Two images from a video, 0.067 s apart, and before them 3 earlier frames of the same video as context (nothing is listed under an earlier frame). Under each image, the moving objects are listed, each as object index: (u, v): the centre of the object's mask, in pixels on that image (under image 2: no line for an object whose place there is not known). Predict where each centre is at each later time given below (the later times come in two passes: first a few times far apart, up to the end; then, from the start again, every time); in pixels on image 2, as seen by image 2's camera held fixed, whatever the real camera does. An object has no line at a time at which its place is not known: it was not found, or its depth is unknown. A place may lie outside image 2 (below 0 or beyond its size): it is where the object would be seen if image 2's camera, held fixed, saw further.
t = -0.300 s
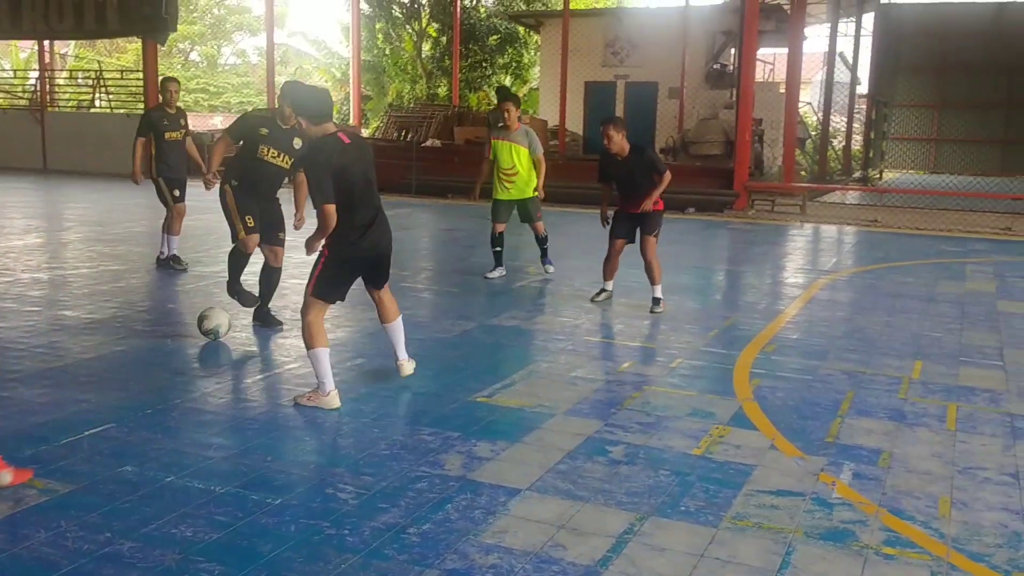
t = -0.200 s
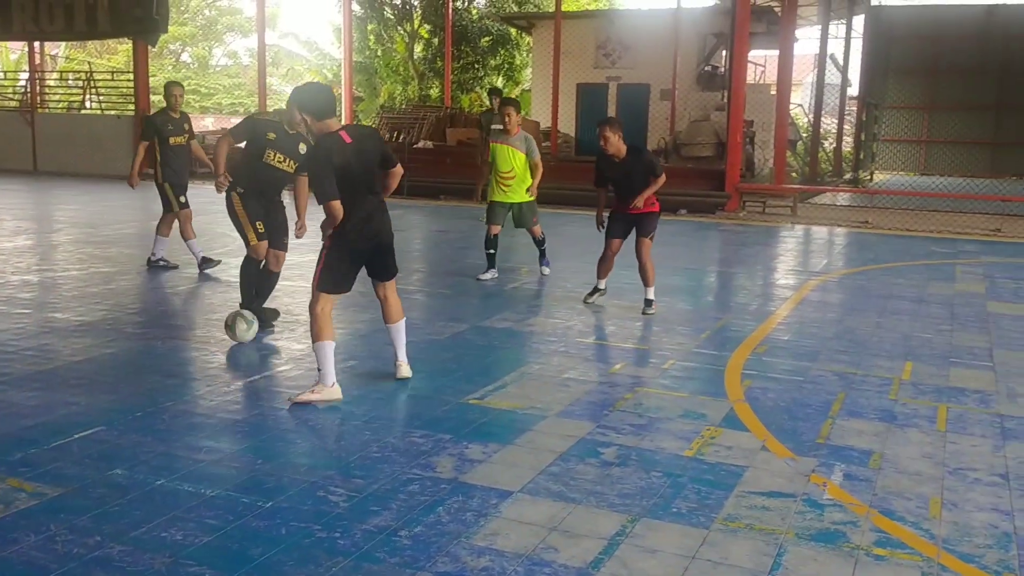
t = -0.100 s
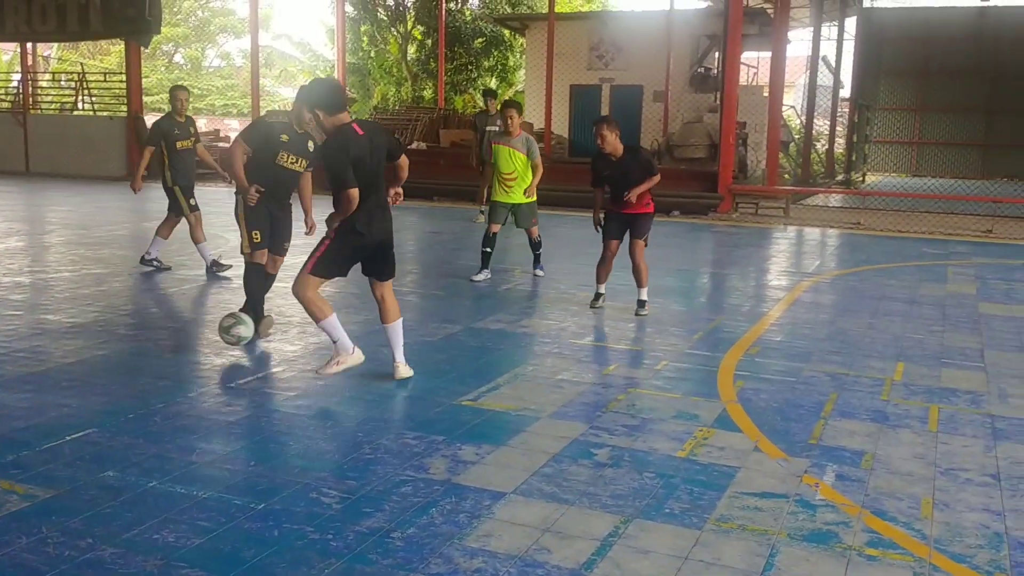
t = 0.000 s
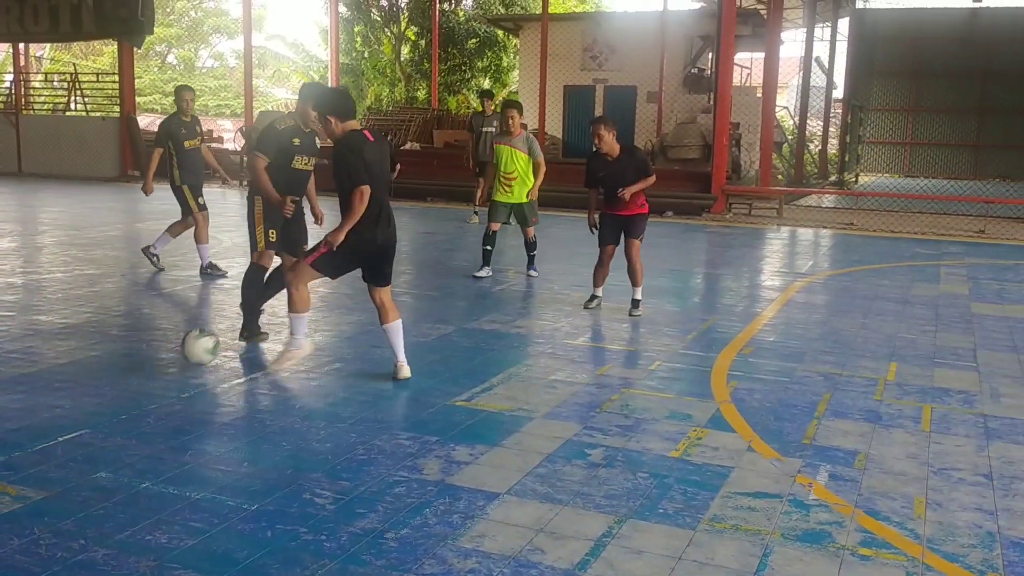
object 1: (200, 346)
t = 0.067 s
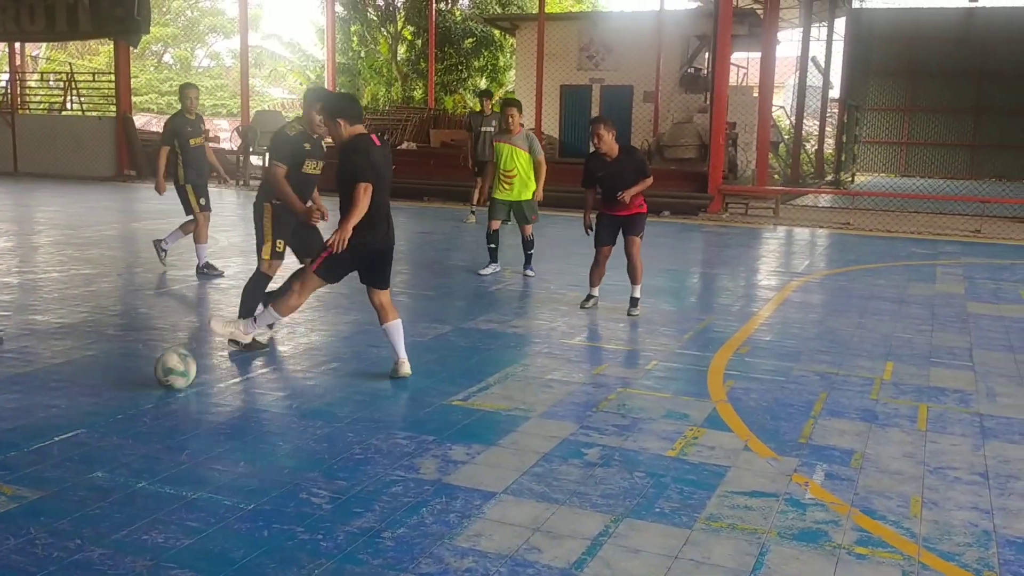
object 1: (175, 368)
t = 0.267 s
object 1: (124, 409)
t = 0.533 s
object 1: (71, 462)
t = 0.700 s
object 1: (44, 501)
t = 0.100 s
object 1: (167, 374)
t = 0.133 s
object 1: (157, 379)
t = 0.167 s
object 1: (148, 386)
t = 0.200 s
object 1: (139, 395)
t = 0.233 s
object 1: (131, 401)
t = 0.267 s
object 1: (124, 409)
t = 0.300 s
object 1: (115, 415)
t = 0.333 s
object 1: (108, 421)
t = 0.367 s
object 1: (101, 428)
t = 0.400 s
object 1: (95, 434)
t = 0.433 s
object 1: (89, 441)
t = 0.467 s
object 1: (84, 448)
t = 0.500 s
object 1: (78, 455)
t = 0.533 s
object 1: (71, 462)
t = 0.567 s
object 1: (64, 469)
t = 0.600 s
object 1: (57, 477)
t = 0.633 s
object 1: (51, 485)
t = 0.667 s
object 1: (47, 494)
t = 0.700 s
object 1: (44, 501)
